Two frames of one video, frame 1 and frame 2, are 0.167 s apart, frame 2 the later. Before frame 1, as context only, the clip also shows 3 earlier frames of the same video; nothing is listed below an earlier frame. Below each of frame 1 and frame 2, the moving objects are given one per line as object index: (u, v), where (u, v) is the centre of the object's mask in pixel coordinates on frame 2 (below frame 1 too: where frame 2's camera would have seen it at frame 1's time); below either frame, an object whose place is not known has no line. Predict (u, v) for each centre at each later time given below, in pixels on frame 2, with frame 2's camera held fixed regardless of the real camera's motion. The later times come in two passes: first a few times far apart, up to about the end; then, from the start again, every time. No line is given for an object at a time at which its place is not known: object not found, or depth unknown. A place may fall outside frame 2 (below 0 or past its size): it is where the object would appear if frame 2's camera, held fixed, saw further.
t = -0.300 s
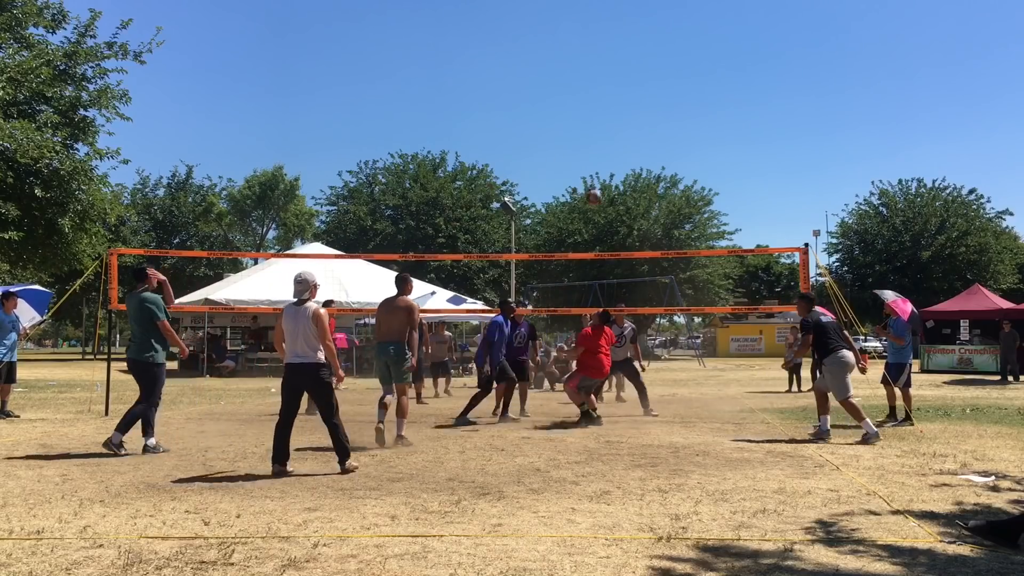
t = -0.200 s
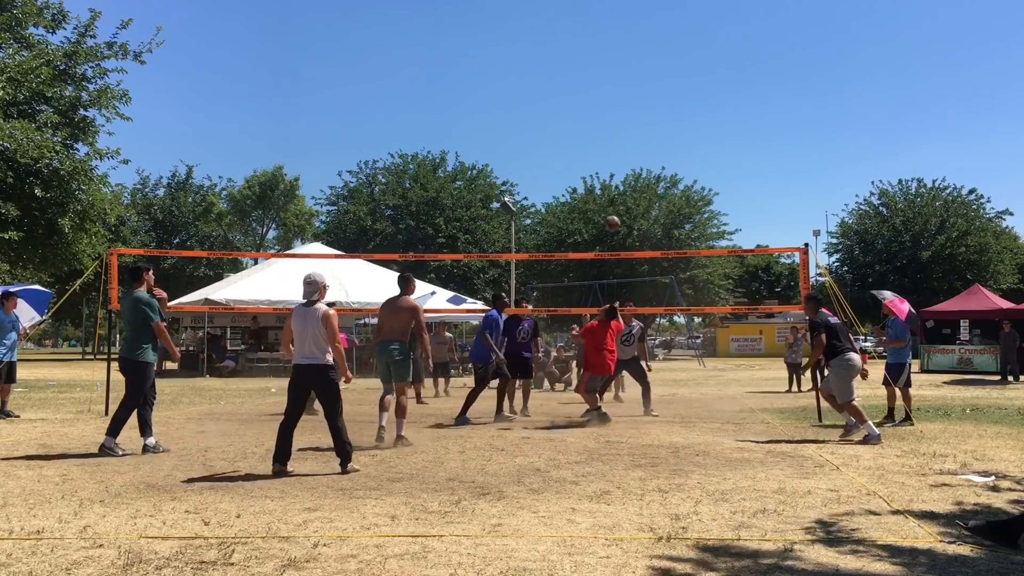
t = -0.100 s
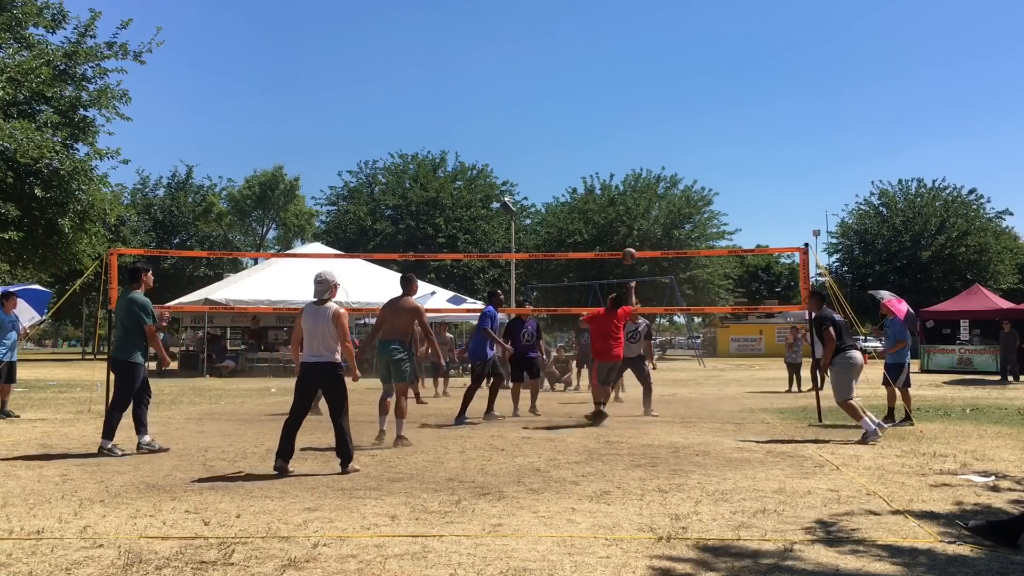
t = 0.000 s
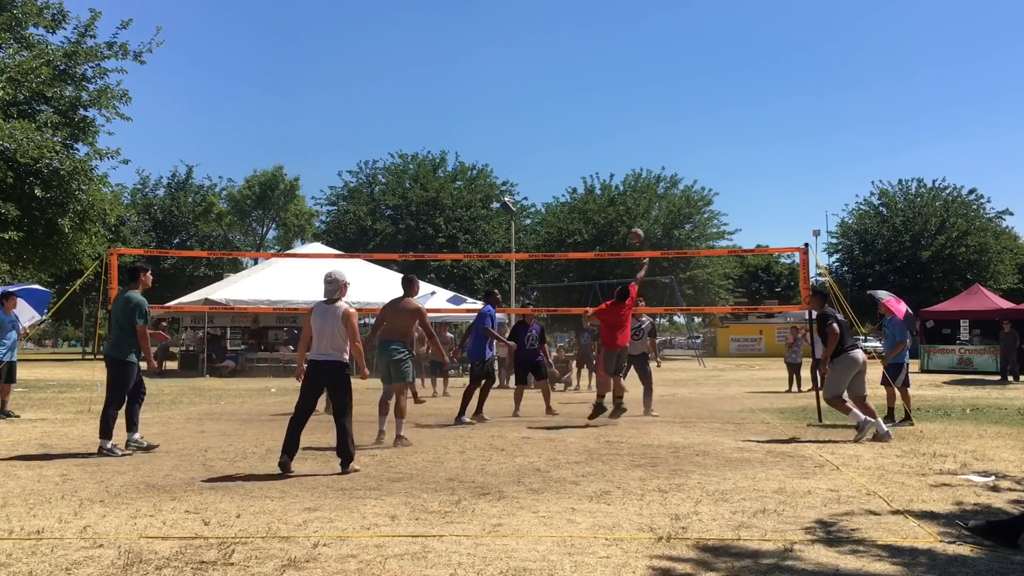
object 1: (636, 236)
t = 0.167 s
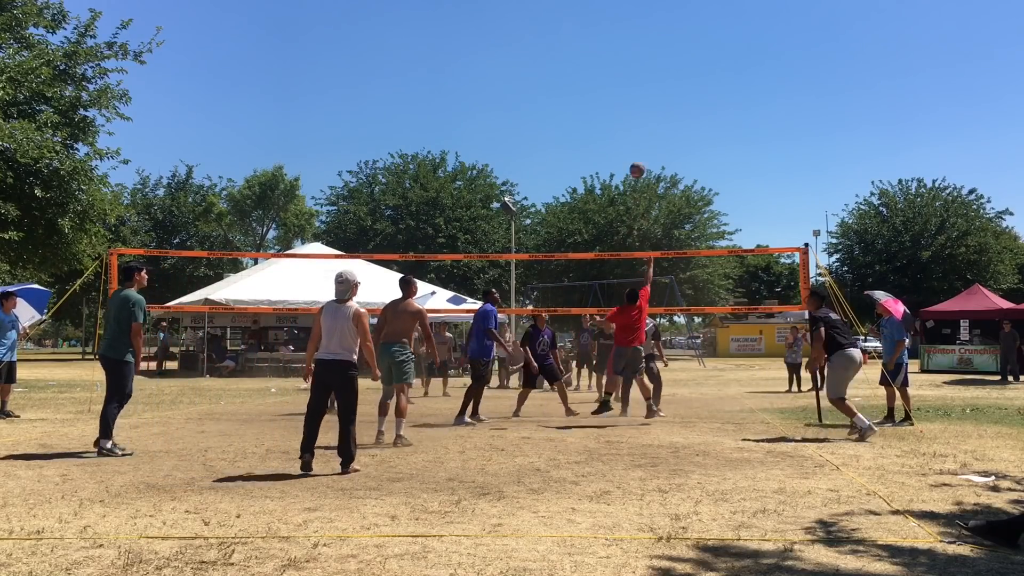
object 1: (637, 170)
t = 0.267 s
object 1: (637, 140)
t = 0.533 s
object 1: (638, 96)
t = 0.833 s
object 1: (638, 109)
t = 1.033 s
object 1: (638, 153)
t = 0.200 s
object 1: (637, 159)
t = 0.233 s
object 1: (637, 149)
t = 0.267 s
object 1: (637, 140)
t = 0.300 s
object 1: (637, 132)
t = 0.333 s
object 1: (637, 124)
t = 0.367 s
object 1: (638, 118)
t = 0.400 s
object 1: (638, 112)
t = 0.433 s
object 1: (637, 107)
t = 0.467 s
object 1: (637, 103)
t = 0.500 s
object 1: (637, 99)
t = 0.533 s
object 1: (638, 96)
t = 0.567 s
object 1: (637, 94)
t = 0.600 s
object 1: (637, 94)
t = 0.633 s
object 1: (637, 94)
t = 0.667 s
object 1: (637, 94)
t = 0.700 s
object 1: (638, 95)
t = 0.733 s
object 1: (638, 97)
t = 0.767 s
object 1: (637, 100)
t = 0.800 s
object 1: (638, 104)
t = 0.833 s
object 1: (638, 109)
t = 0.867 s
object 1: (638, 114)
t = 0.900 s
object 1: (638, 120)
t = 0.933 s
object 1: (638, 127)
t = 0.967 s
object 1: (638, 135)
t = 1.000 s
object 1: (638, 144)
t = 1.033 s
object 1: (638, 153)
